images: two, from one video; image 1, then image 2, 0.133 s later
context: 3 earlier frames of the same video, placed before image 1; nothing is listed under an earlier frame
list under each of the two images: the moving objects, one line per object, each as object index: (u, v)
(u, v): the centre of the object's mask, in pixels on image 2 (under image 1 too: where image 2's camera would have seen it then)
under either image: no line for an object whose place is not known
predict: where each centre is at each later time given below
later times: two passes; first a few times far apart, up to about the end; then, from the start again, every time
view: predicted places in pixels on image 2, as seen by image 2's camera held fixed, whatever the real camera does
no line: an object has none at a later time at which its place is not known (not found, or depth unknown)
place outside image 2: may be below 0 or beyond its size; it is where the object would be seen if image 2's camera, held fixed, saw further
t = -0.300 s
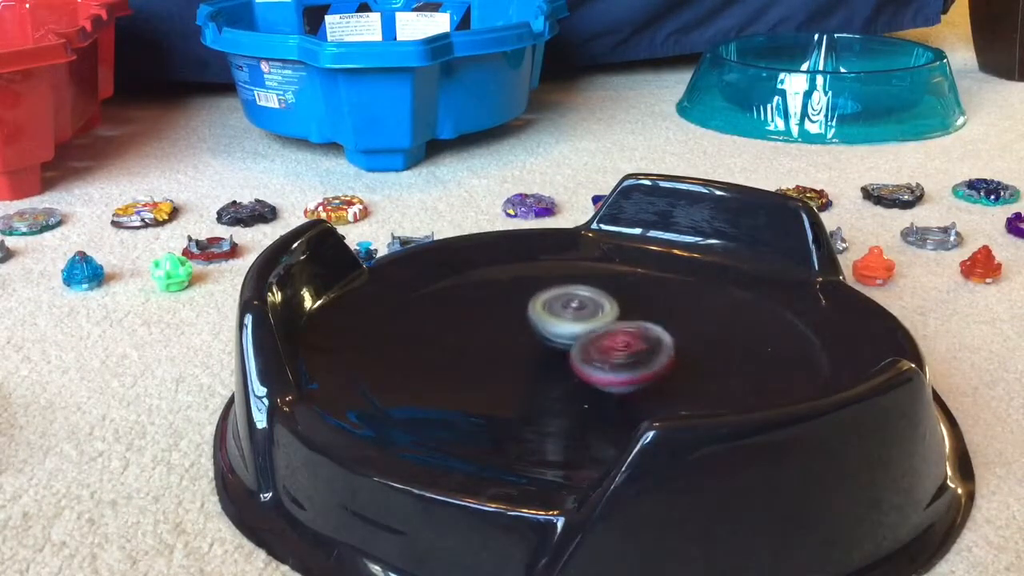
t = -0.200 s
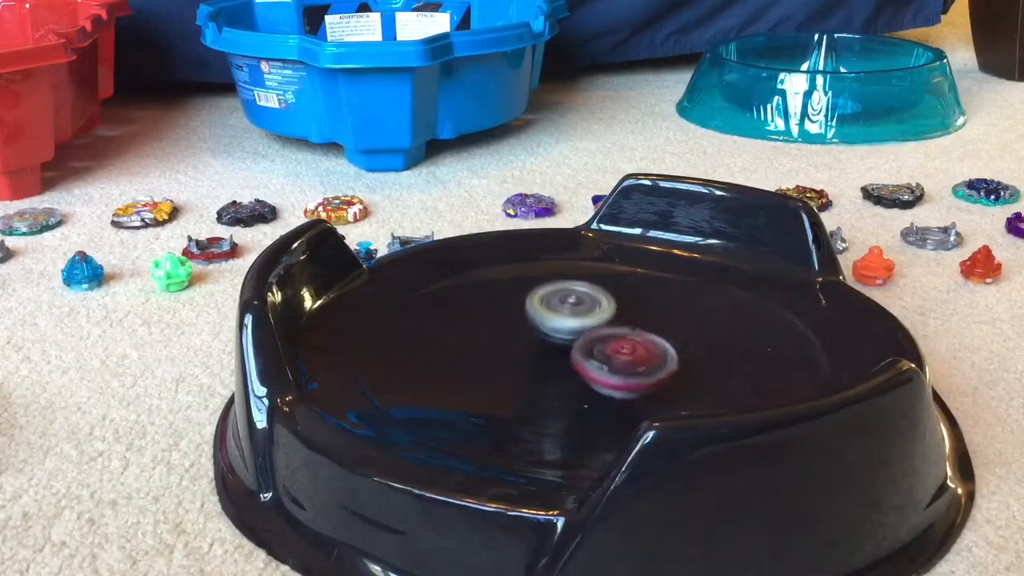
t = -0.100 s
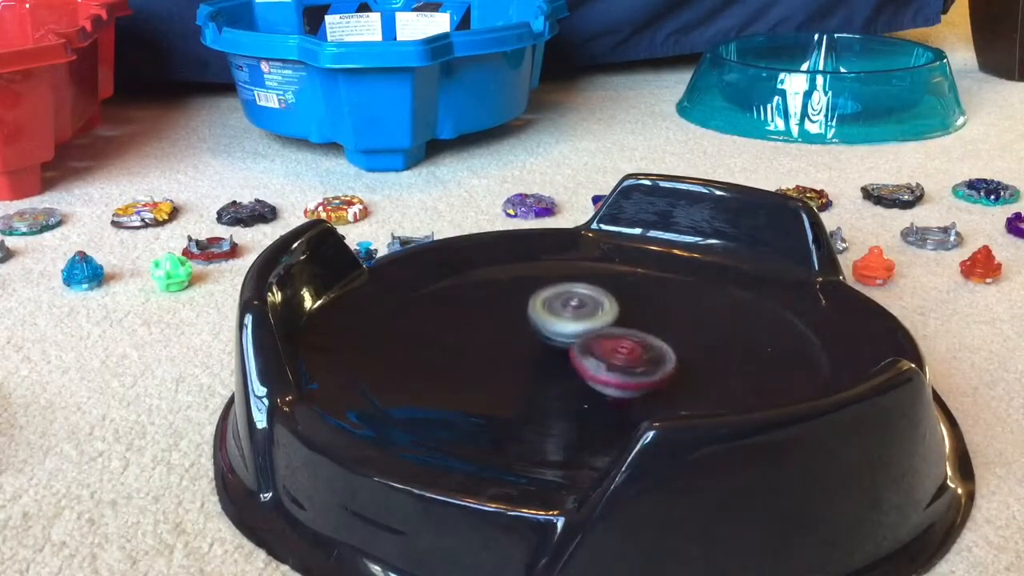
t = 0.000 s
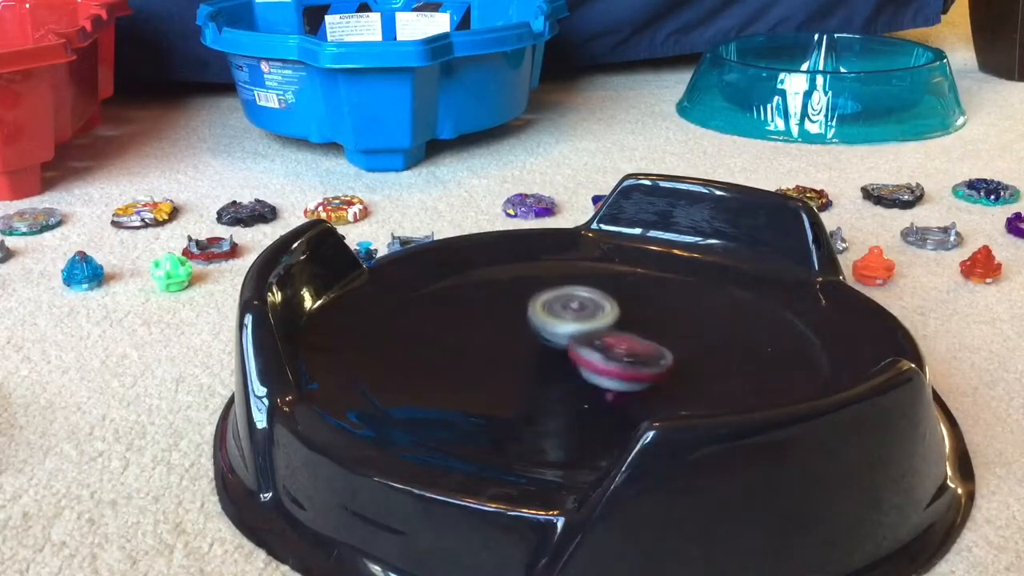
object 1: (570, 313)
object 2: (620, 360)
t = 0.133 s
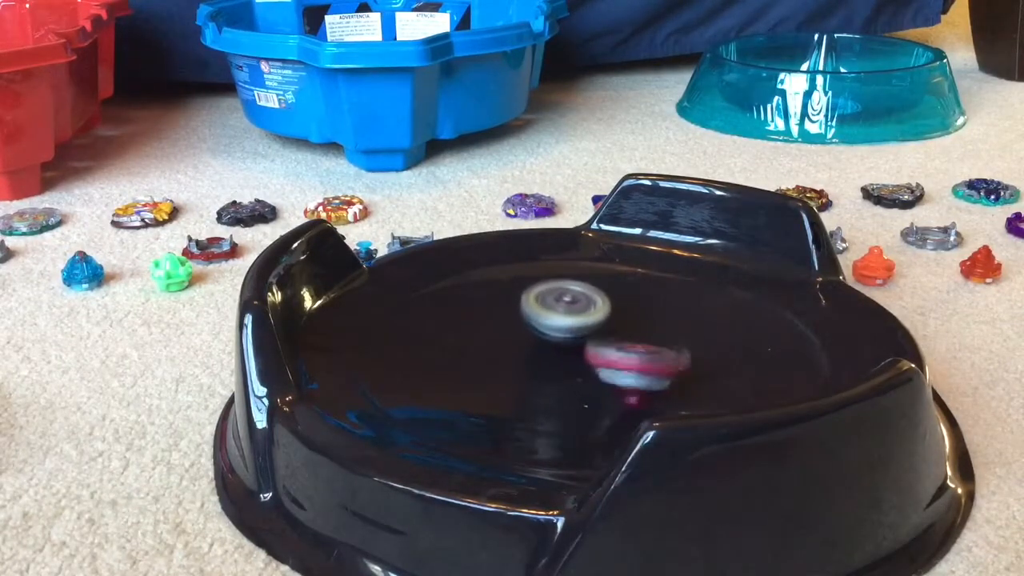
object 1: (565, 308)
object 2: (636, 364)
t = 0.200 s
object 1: (565, 310)
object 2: (636, 361)
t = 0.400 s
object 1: (549, 301)
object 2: (637, 359)
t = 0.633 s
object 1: (548, 306)
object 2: (615, 352)
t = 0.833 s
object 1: (553, 307)
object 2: (617, 362)
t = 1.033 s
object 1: (570, 313)
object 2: (624, 365)
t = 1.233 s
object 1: (579, 307)
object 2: (610, 367)
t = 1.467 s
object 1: (575, 310)
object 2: (621, 365)
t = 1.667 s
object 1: (572, 317)
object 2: (634, 366)
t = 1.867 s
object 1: (520, 280)
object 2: (685, 374)
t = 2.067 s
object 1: (502, 277)
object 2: (684, 380)
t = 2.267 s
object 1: (520, 306)
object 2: (639, 377)
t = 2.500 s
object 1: (547, 334)
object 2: (615, 381)
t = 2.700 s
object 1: (544, 315)
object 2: (652, 383)
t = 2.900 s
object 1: (547, 313)
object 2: (656, 368)
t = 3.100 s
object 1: (550, 316)
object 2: (632, 338)
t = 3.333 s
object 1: (542, 325)
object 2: (666, 322)
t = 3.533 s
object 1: (540, 332)
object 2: (668, 325)
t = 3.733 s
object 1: (542, 334)
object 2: (640, 327)
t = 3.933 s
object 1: (523, 335)
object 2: (639, 342)
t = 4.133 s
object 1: (502, 328)
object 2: (653, 342)
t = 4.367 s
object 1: (498, 330)
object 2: (666, 332)
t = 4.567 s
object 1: (515, 341)
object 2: (654, 328)
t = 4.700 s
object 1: (531, 344)
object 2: (630, 325)
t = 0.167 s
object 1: (564, 310)
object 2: (636, 361)
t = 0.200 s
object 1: (565, 310)
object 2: (636, 361)
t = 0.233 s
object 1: (565, 311)
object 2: (632, 358)
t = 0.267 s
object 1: (565, 313)
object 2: (629, 358)
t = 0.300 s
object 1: (565, 314)
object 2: (624, 355)
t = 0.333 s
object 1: (560, 309)
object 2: (629, 360)
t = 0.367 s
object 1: (553, 304)
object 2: (633, 360)
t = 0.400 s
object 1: (549, 301)
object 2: (637, 359)
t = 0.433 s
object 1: (548, 301)
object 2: (637, 359)
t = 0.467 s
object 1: (547, 301)
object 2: (633, 357)
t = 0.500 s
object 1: (547, 302)
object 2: (632, 356)
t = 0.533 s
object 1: (547, 303)
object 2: (626, 355)
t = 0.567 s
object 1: (547, 303)
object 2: (623, 353)
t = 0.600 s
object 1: (548, 305)
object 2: (617, 352)
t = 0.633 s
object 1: (548, 306)
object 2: (615, 352)
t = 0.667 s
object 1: (548, 307)
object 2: (611, 351)
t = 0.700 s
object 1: (548, 308)
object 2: (608, 351)
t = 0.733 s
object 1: (548, 309)
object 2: (607, 350)
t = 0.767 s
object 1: (550, 309)
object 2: (611, 356)
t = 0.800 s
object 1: (551, 307)
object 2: (613, 362)
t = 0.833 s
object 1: (553, 307)
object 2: (617, 362)
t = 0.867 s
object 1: (556, 308)
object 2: (620, 368)
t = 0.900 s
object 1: (559, 310)
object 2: (625, 365)
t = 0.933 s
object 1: (562, 312)
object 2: (624, 365)
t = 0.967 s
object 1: (564, 315)
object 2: (627, 365)
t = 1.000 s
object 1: (566, 317)
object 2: (627, 361)
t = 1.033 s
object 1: (570, 313)
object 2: (624, 365)
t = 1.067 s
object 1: (572, 311)
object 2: (622, 364)
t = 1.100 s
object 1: (575, 309)
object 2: (617, 367)
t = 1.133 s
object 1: (577, 307)
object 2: (613, 368)
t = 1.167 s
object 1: (579, 305)
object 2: (610, 366)
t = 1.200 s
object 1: (579, 307)
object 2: (611, 366)
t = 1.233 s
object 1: (579, 307)
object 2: (610, 367)
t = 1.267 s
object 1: (579, 307)
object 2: (610, 363)
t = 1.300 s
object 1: (578, 308)
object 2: (609, 364)
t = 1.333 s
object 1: (578, 308)
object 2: (610, 361)
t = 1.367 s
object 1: (578, 309)
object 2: (610, 359)
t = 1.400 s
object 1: (578, 310)
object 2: (612, 364)
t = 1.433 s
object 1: (575, 310)
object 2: (617, 364)
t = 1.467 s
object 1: (575, 310)
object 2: (621, 365)
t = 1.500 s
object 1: (576, 311)
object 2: (624, 372)
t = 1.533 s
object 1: (575, 312)
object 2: (629, 369)
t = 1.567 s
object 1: (574, 313)
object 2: (629, 370)
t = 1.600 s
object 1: (573, 315)
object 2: (631, 368)
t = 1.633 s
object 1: (573, 316)
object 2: (633, 364)
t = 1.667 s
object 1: (572, 317)
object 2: (634, 366)
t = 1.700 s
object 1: (571, 319)
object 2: (632, 361)
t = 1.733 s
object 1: (572, 319)
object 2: (629, 360)
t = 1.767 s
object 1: (566, 314)
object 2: (644, 363)
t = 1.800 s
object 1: (546, 300)
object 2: (664, 377)
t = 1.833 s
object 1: (531, 288)
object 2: (676, 375)
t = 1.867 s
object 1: (520, 280)
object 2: (685, 374)
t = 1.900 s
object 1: (512, 273)
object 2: (692, 378)
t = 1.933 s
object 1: (508, 270)
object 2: (693, 378)
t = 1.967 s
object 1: (505, 269)
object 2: (694, 379)
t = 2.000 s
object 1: (502, 271)
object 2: (694, 379)
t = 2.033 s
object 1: (501, 273)
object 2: (692, 380)
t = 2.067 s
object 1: (502, 277)
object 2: (684, 380)
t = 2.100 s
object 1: (503, 281)
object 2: (678, 380)
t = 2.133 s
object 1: (505, 286)
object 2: (673, 381)
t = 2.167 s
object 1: (508, 291)
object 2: (664, 378)
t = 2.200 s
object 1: (512, 296)
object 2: (655, 376)
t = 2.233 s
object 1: (516, 301)
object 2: (646, 375)
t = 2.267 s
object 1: (520, 306)
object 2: (639, 377)
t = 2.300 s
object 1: (524, 310)
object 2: (628, 379)
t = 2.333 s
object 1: (528, 314)
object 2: (621, 380)
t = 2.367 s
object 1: (533, 318)
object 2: (620, 379)
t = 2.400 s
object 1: (537, 322)
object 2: (617, 377)
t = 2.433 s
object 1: (541, 326)
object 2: (614, 379)
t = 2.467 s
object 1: (544, 330)
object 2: (614, 381)
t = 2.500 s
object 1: (547, 334)
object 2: (615, 381)
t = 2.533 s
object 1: (549, 336)
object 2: (614, 380)
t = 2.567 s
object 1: (548, 328)
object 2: (621, 385)
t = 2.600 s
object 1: (543, 324)
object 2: (631, 387)
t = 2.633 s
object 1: (542, 321)
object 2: (641, 385)
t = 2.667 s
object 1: (543, 317)
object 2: (647, 383)
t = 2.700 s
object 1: (544, 315)
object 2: (652, 383)
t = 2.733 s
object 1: (546, 314)
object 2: (655, 382)
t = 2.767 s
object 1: (547, 314)
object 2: (656, 379)
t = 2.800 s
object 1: (547, 313)
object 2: (657, 378)
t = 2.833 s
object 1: (547, 313)
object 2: (659, 377)
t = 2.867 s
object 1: (546, 313)
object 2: (661, 375)
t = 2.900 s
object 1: (547, 313)
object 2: (656, 368)
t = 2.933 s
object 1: (547, 313)
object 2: (654, 364)
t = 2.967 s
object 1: (547, 313)
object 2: (651, 360)
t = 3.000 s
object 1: (549, 313)
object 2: (646, 355)
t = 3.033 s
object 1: (549, 314)
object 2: (641, 348)
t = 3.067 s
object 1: (551, 316)
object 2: (636, 343)
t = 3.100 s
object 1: (550, 316)
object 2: (632, 338)
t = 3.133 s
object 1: (544, 318)
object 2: (635, 335)
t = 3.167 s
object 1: (541, 318)
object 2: (638, 330)
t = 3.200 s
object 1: (540, 319)
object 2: (644, 325)
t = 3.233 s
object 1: (542, 320)
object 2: (653, 323)
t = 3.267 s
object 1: (541, 322)
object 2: (658, 321)
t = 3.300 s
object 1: (542, 324)
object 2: (663, 321)
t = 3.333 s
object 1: (542, 325)
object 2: (666, 322)
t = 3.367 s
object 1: (542, 326)
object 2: (670, 323)
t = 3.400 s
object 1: (542, 328)
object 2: (670, 325)
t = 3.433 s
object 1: (541, 329)
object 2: (671, 327)
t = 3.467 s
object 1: (541, 330)
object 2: (671, 327)
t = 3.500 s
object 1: (541, 331)
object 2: (669, 326)
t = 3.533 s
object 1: (540, 332)
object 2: (668, 325)
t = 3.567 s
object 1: (540, 332)
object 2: (666, 323)
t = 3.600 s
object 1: (540, 333)
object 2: (665, 325)
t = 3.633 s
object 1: (541, 333)
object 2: (658, 324)
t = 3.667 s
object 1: (541, 333)
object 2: (652, 324)
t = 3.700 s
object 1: (542, 334)
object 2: (644, 324)
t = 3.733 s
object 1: (542, 334)
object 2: (640, 327)
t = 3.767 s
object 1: (535, 333)
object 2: (633, 330)
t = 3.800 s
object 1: (525, 333)
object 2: (629, 332)
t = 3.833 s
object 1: (520, 334)
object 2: (630, 335)
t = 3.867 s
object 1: (518, 335)
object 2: (633, 339)
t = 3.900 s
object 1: (521, 336)
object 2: (637, 341)
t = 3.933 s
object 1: (523, 335)
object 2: (639, 342)
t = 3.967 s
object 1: (524, 334)
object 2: (638, 342)
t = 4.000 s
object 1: (526, 333)
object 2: (637, 342)
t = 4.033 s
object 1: (528, 332)
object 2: (633, 342)
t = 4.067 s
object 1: (529, 334)
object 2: (628, 342)
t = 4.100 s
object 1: (521, 331)
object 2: (637, 342)
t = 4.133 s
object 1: (502, 328)
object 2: (653, 342)
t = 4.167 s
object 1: (490, 324)
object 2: (665, 340)
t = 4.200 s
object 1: (484, 323)
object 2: (669, 338)
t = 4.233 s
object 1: (486, 323)
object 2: (670, 337)
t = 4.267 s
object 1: (491, 324)
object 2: (669, 335)
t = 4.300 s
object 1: (495, 326)
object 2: (668, 334)
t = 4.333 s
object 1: (496, 328)
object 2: (667, 332)
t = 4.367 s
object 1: (498, 330)
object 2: (666, 332)
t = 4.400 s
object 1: (502, 332)
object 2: (665, 331)
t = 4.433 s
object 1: (504, 333)
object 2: (663, 333)
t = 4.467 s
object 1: (507, 335)
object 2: (660, 331)
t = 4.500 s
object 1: (509, 337)
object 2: (658, 332)
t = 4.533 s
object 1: (512, 339)
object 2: (656, 330)
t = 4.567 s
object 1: (515, 341)
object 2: (654, 328)
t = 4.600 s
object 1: (518, 342)
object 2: (646, 326)
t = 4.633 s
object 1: (523, 342)
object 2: (643, 324)
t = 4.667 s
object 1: (527, 343)
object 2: (636, 325)
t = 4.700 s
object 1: (531, 344)
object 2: (630, 325)
